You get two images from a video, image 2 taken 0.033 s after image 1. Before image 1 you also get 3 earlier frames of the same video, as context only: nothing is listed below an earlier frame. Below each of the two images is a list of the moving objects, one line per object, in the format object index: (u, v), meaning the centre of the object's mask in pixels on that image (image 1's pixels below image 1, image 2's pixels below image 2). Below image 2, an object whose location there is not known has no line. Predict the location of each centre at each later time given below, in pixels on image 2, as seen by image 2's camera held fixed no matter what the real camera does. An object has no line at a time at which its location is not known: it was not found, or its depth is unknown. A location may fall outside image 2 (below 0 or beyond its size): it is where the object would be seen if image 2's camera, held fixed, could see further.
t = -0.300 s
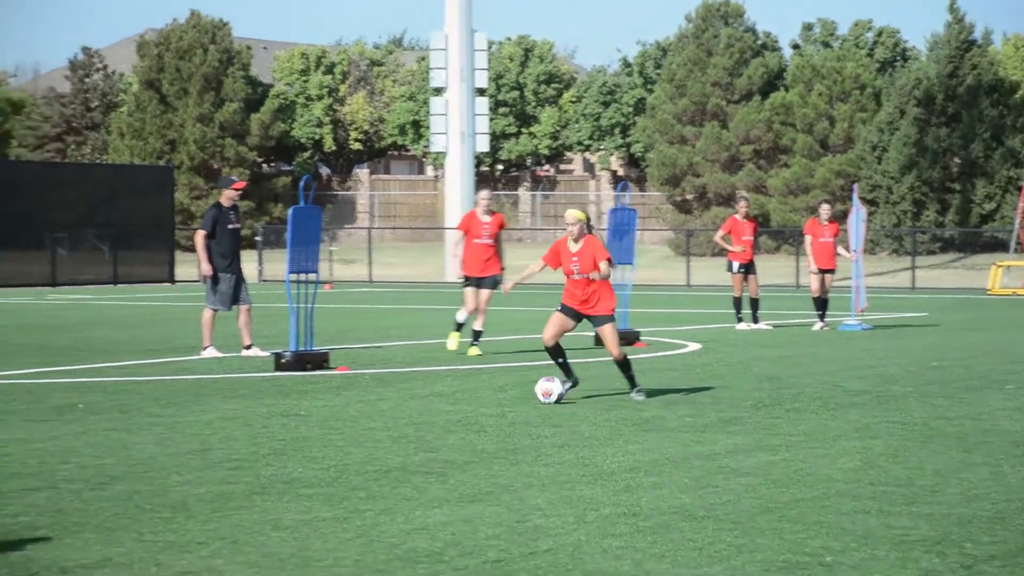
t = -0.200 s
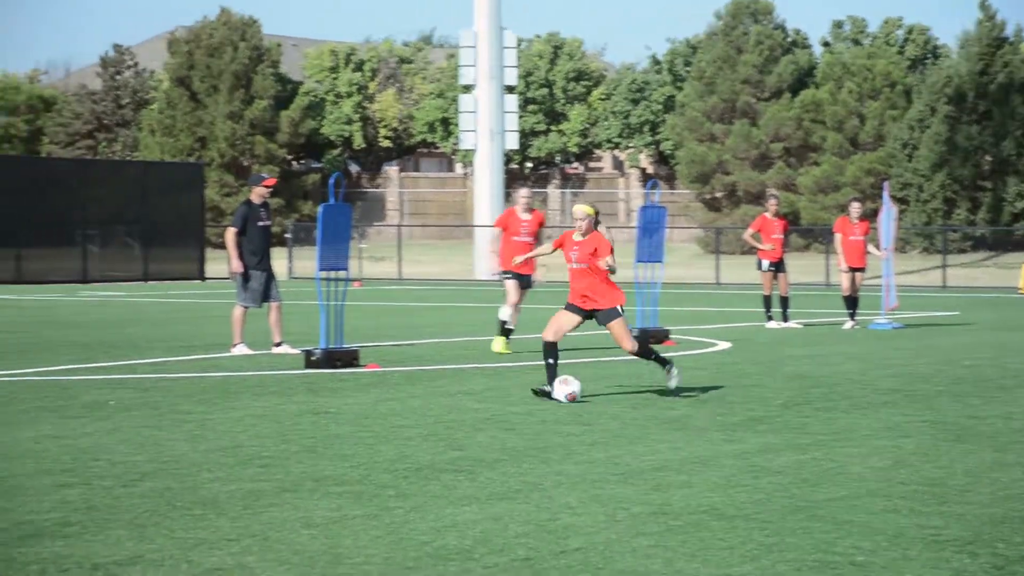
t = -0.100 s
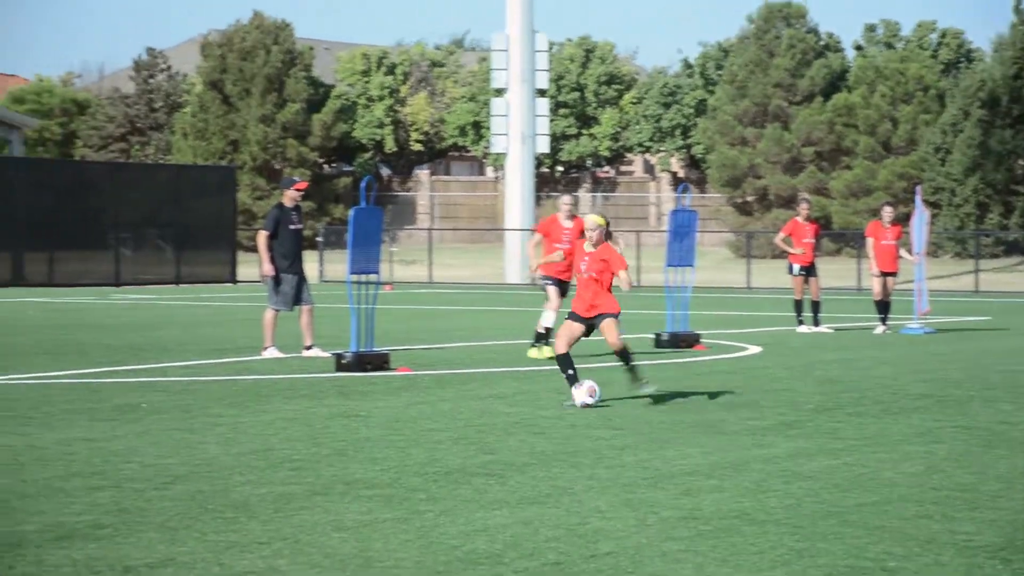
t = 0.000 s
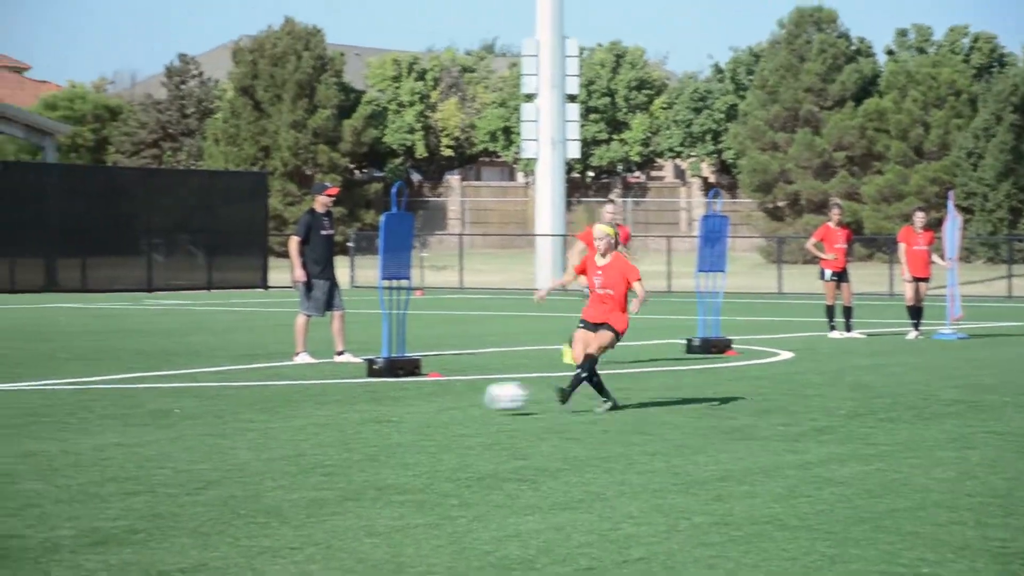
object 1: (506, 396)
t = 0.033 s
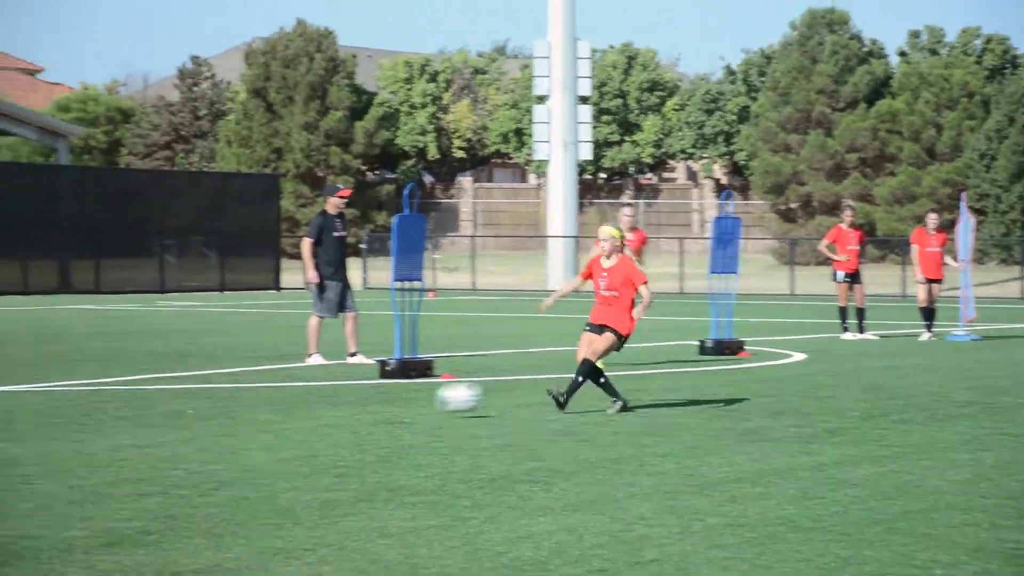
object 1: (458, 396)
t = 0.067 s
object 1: (399, 397)
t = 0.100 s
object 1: (335, 400)
